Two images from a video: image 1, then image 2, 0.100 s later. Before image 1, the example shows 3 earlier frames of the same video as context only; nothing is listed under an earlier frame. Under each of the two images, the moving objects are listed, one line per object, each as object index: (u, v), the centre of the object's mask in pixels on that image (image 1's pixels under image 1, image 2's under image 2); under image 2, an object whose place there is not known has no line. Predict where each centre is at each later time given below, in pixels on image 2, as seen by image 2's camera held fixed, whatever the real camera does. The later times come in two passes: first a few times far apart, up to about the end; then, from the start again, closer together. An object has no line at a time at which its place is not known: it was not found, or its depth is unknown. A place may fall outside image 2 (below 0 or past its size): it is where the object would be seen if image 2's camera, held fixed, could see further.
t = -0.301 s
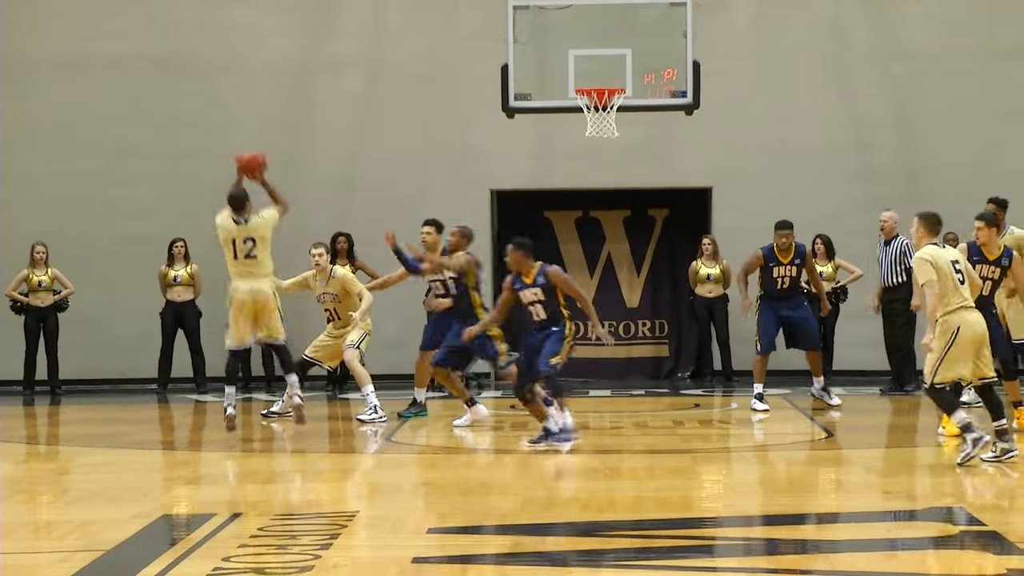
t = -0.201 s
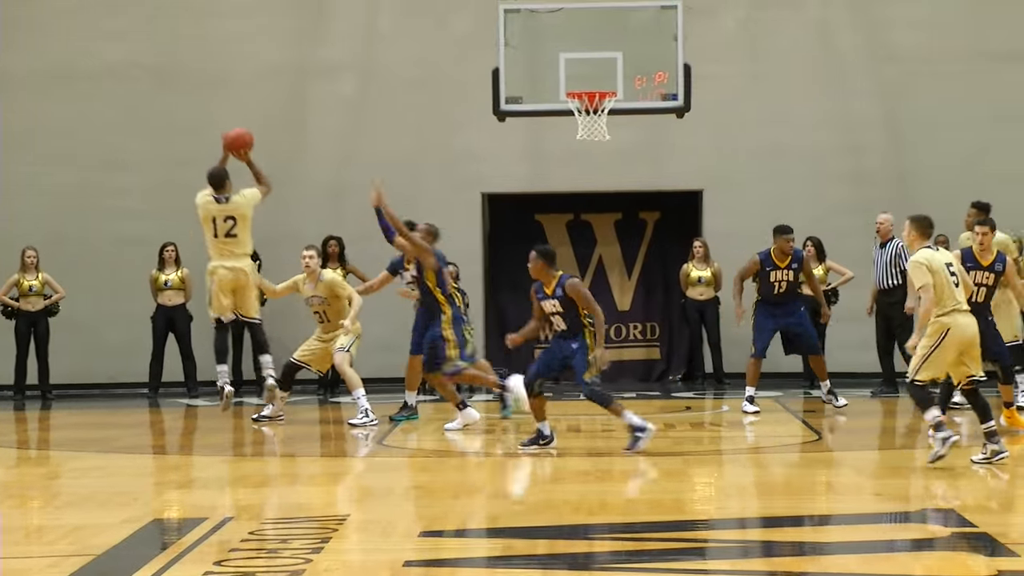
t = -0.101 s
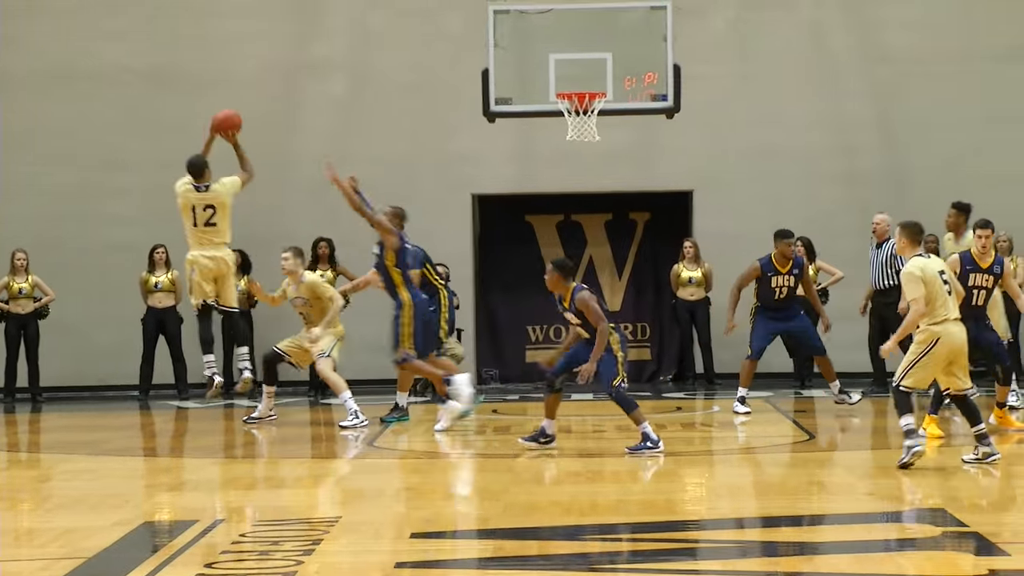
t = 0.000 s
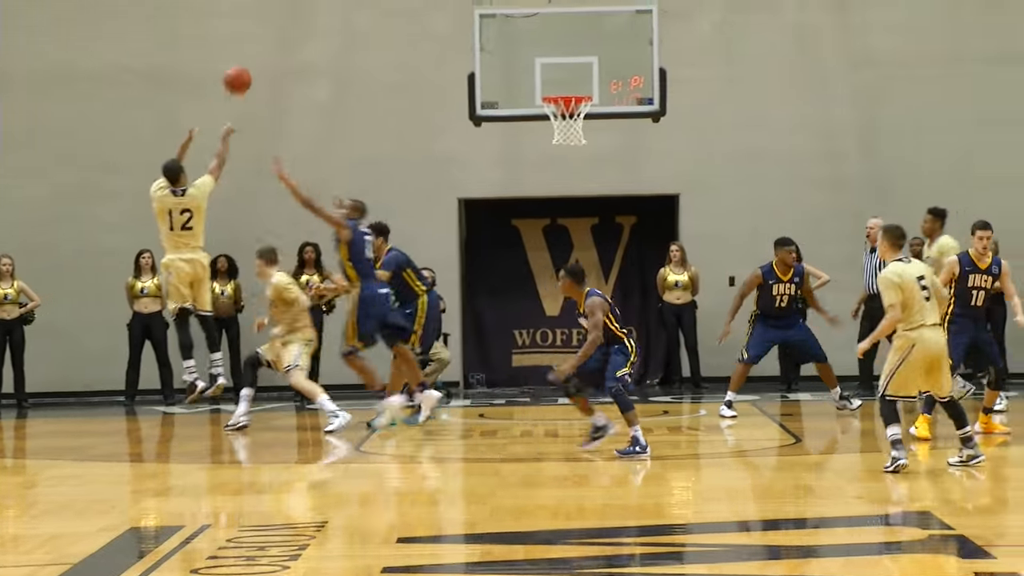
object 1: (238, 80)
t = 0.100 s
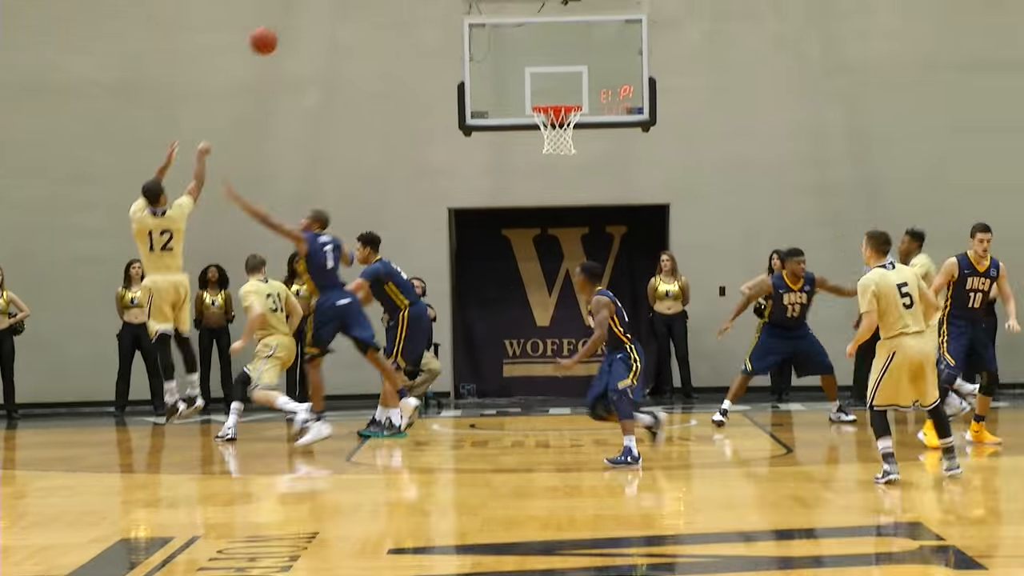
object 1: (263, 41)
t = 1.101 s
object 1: (572, 139)
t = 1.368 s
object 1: (589, 209)
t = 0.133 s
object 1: (275, 26)
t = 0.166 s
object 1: (288, 14)
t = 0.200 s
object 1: (300, 3)
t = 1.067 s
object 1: (570, 135)
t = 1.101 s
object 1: (572, 139)
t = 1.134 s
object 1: (573, 141)
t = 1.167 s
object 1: (575, 148)
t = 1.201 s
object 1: (577, 155)
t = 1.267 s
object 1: (581, 173)
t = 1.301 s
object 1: (584, 184)
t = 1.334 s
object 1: (586, 195)
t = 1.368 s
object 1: (589, 209)
